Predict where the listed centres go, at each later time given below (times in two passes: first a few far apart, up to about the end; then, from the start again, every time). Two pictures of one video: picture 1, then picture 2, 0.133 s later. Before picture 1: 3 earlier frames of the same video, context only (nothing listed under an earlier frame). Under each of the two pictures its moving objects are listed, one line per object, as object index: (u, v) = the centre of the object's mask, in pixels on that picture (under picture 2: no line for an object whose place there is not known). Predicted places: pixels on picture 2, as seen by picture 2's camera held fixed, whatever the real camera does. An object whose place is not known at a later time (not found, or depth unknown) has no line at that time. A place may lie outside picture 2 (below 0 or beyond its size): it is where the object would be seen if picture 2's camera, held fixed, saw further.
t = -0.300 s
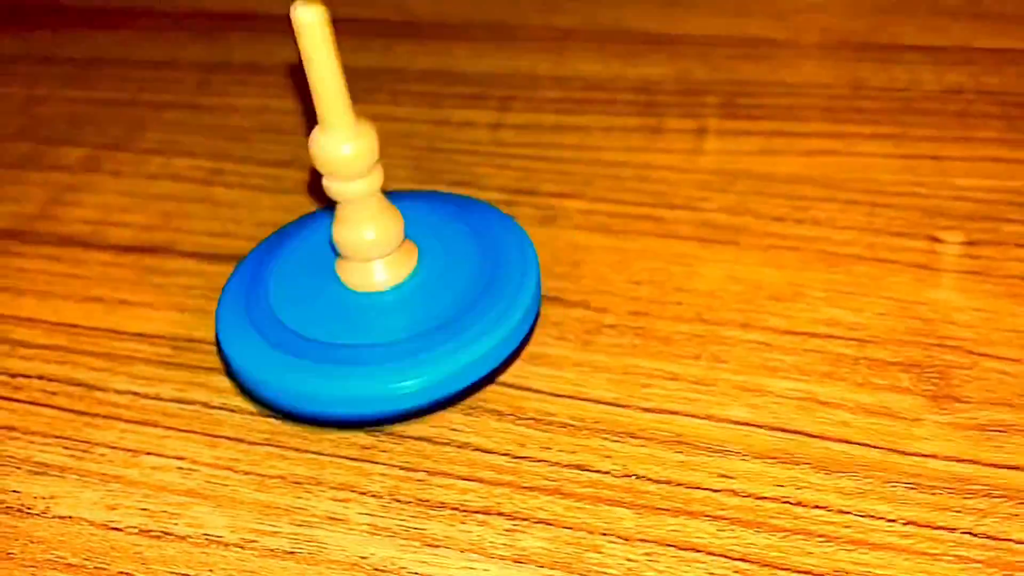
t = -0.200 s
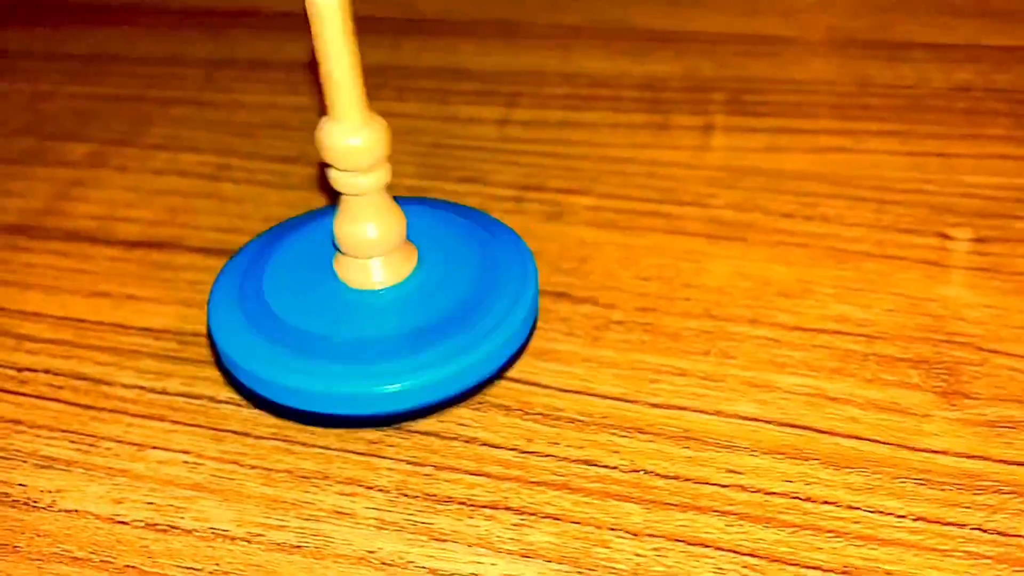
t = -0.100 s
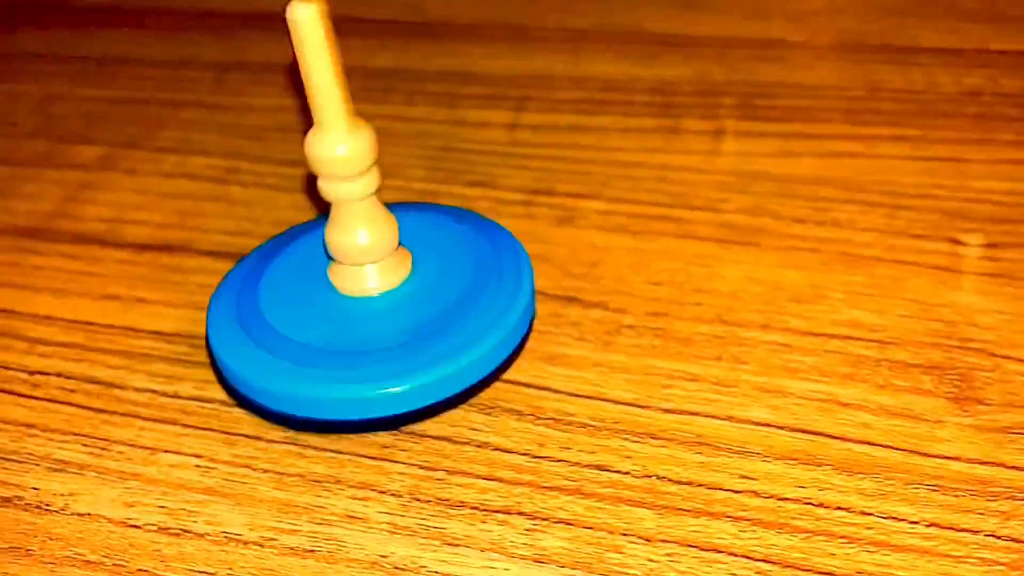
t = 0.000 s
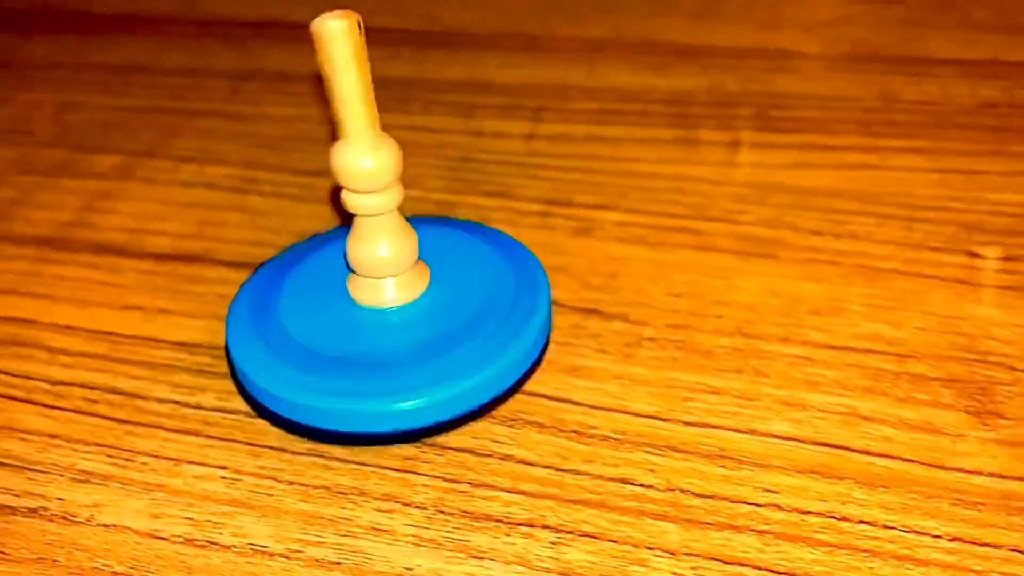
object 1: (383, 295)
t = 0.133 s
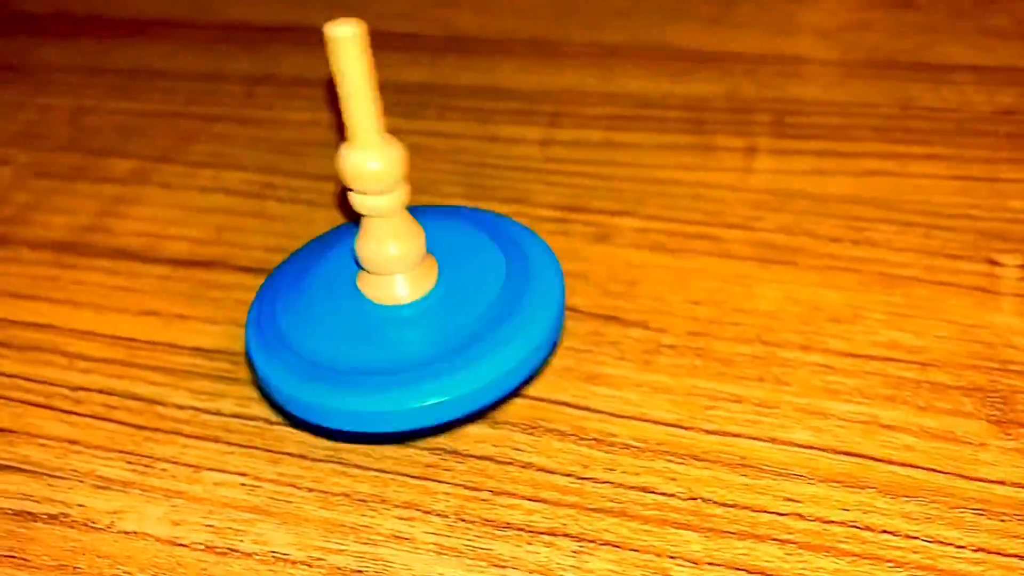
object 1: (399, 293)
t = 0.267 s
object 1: (405, 274)
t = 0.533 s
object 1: (399, 248)
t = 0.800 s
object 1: (362, 222)
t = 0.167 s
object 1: (401, 294)
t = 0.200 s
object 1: (408, 289)
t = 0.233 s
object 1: (408, 283)
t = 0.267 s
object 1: (405, 274)
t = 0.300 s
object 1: (407, 274)
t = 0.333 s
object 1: (406, 270)
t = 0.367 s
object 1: (407, 260)
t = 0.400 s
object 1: (409, 261)
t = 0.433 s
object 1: (407, 260)
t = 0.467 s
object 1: (405, 255)
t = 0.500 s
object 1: (401, 251)
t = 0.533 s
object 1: (399, 248)
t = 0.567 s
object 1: (400, 245)
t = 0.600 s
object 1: (397, 244)
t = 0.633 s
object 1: (395, 235)
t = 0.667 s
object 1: (391, 236)
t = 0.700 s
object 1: (381, 226)
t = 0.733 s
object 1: (378, 229)
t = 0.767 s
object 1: (369, 229)
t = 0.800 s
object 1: (362, 222)
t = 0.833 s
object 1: (359, 223)
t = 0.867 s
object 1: (349, 218)
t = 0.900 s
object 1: (343, 215)
